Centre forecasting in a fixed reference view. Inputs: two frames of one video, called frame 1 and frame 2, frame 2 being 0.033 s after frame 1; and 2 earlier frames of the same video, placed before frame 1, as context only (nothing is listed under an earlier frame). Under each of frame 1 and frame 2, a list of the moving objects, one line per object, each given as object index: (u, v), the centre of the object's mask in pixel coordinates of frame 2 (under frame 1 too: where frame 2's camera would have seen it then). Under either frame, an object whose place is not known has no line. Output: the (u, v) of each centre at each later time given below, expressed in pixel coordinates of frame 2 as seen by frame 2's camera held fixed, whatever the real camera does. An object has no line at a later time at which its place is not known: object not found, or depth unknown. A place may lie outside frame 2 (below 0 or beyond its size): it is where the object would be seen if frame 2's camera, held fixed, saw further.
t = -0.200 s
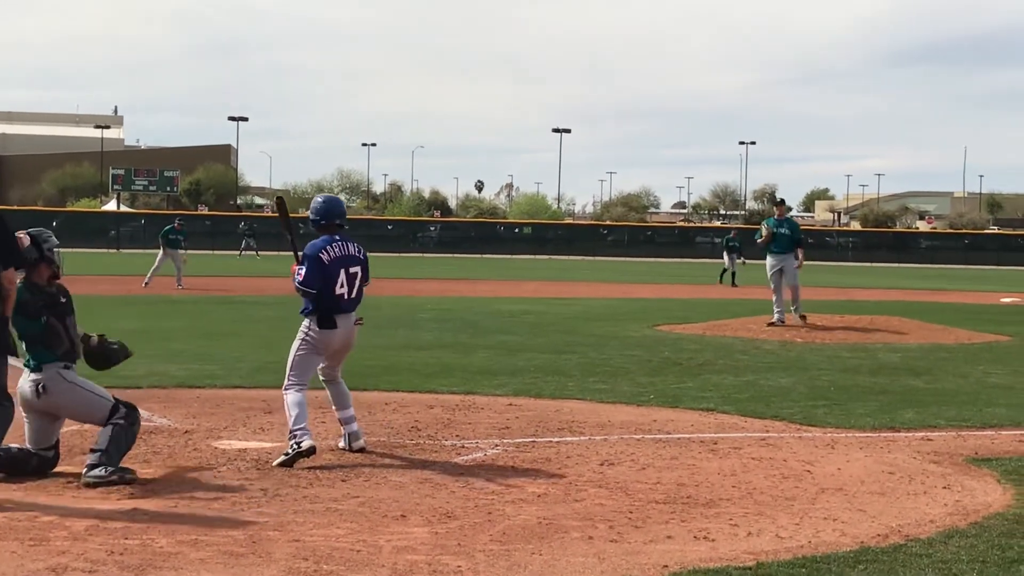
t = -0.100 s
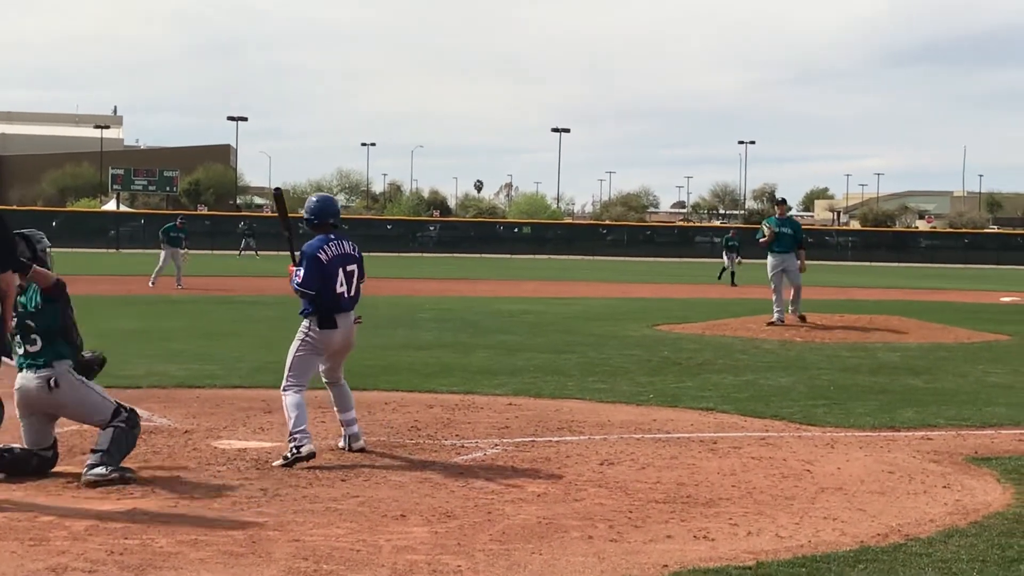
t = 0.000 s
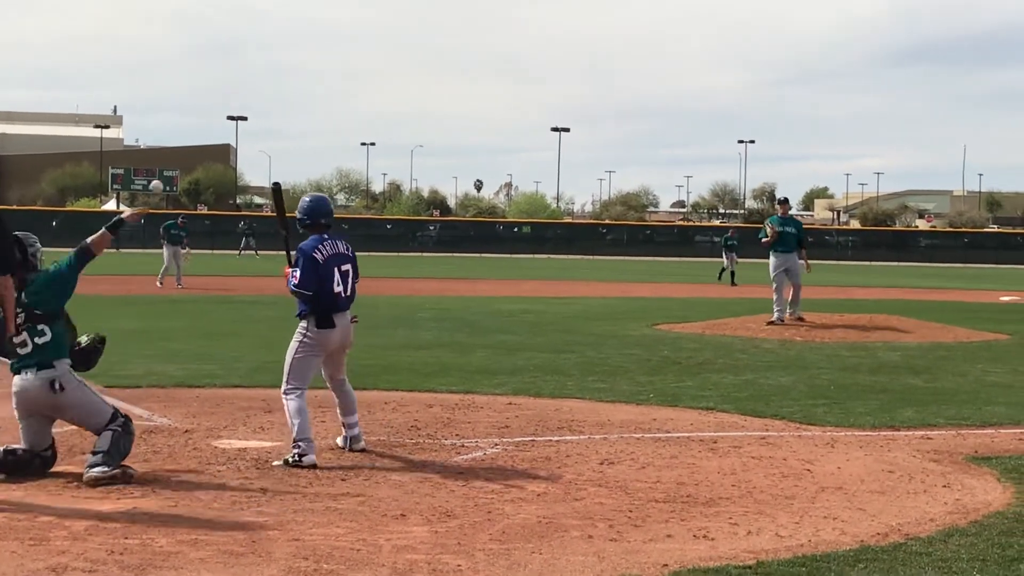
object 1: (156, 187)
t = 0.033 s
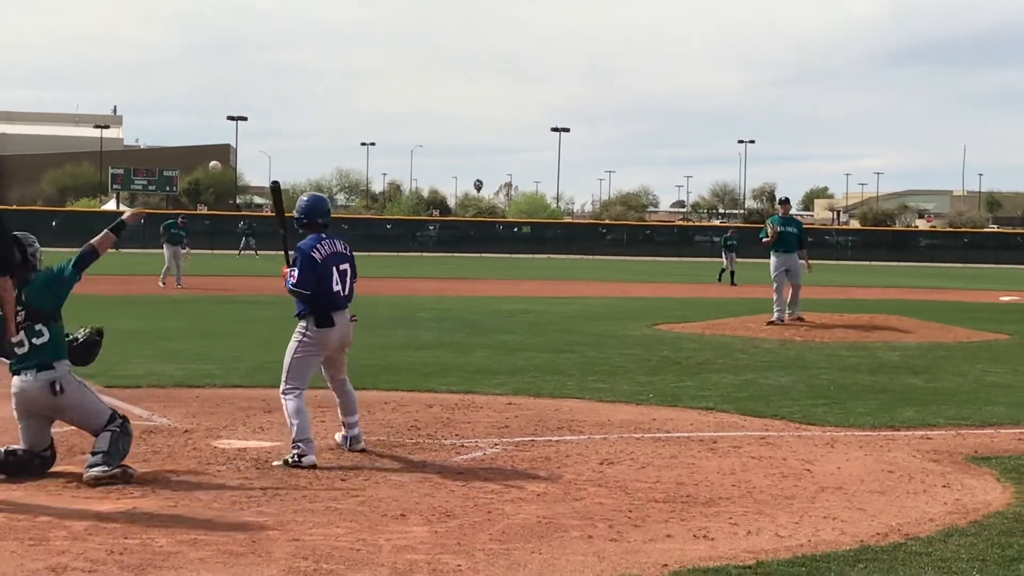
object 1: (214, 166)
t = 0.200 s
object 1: (460, 109)
